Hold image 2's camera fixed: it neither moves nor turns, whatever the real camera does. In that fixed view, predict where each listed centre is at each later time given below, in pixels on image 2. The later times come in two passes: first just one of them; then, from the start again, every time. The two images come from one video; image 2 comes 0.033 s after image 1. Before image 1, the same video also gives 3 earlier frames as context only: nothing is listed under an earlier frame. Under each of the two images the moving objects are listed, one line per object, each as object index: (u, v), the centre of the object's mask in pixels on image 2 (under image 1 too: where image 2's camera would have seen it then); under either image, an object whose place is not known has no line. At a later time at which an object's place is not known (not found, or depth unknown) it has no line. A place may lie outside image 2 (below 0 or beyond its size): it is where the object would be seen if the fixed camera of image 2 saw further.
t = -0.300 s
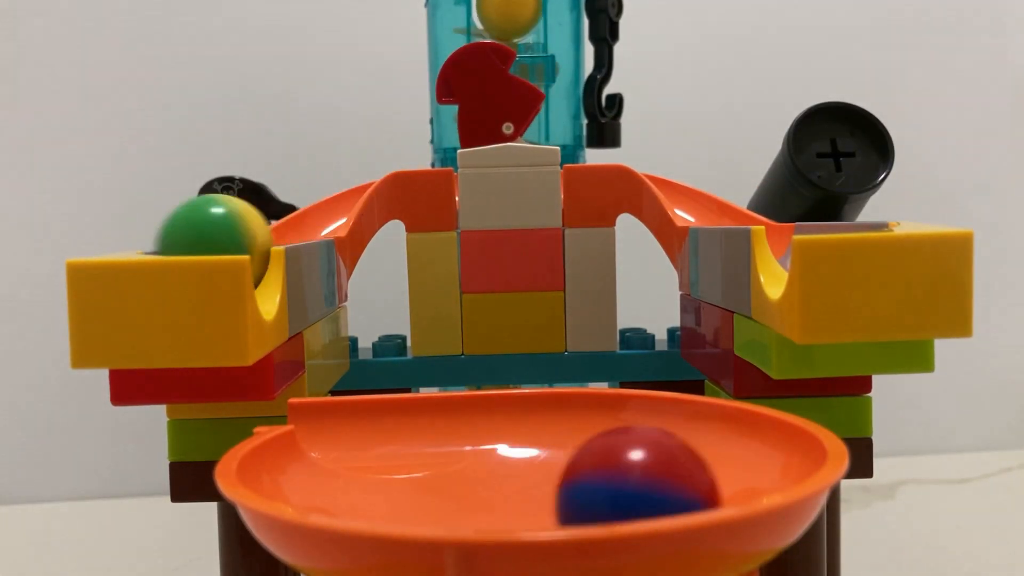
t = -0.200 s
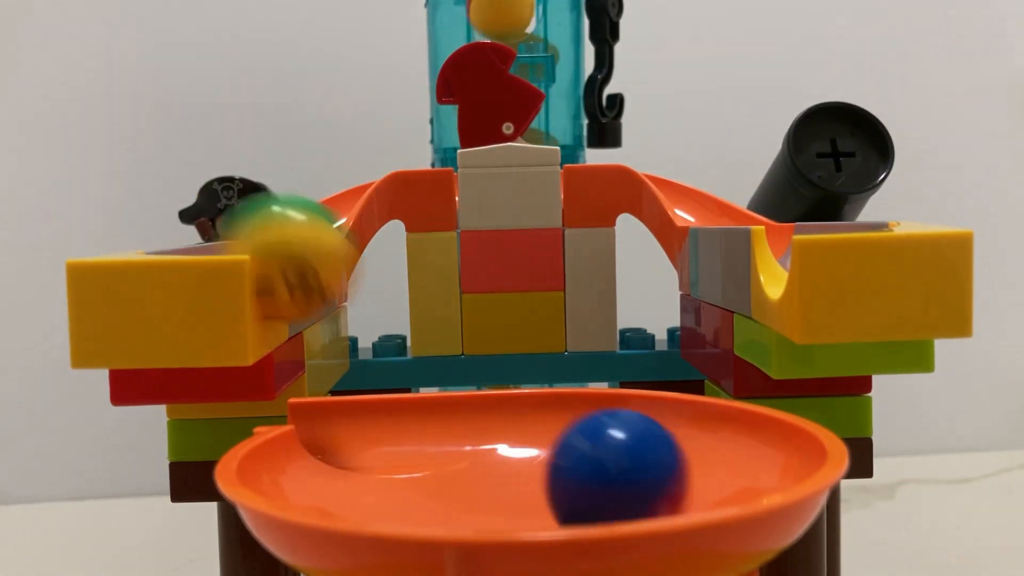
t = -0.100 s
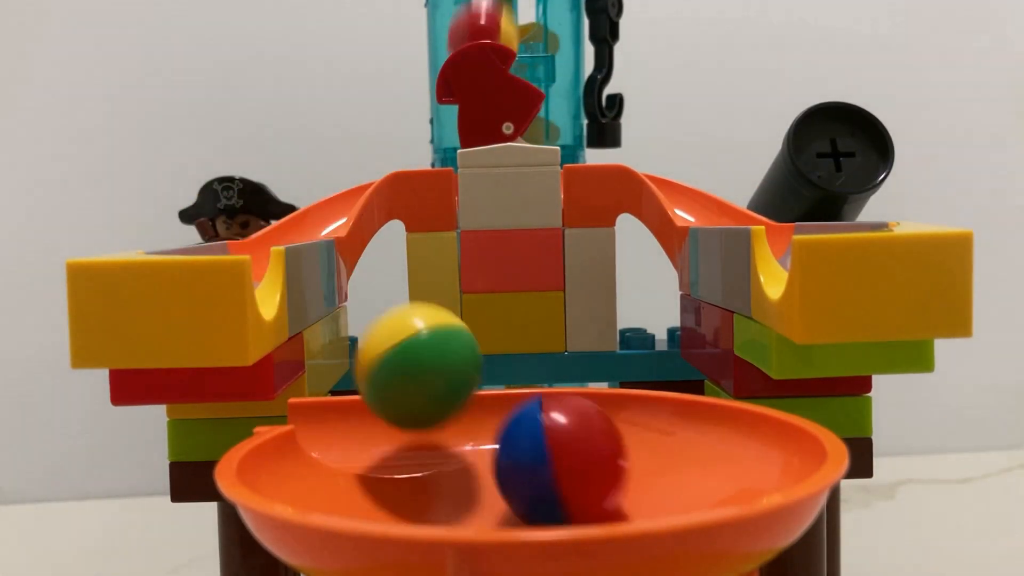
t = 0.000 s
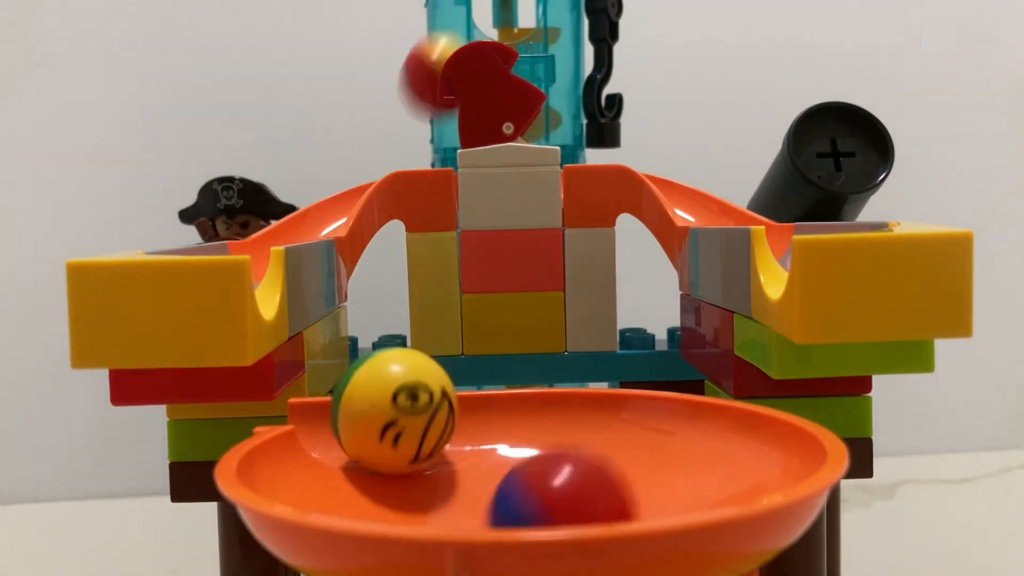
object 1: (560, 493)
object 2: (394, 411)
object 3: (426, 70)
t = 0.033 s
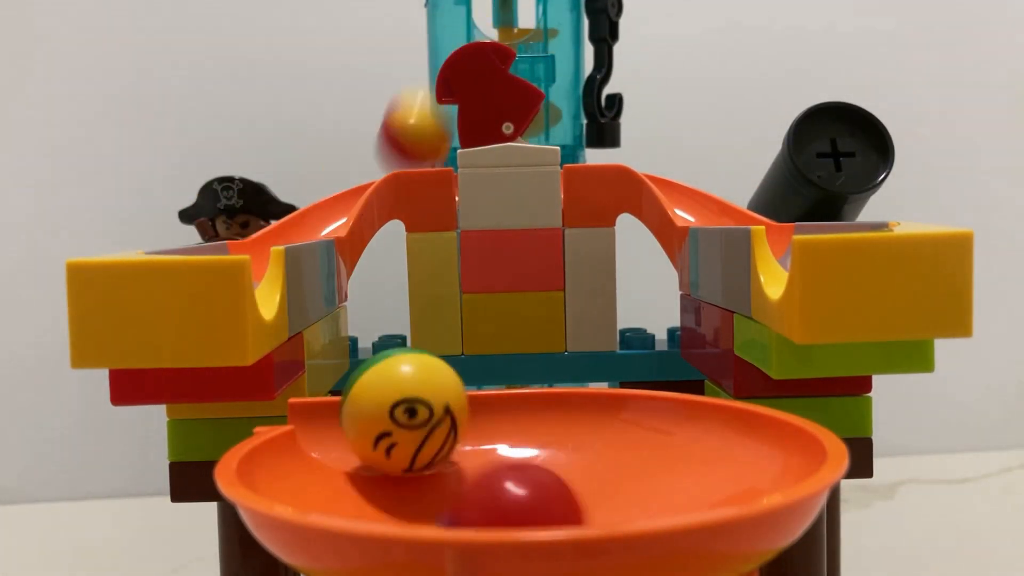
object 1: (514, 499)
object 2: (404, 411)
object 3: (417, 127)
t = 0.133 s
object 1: (548, 497)
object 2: (457, 440)
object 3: (335, 190)
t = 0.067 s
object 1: (510, 490)
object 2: (417, 414)
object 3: (387, 157)
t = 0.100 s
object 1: (529, 489)
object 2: (434, 420)
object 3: (360, 169)
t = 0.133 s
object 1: (548, 497)
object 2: (457, 440)
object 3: (335, 190)
